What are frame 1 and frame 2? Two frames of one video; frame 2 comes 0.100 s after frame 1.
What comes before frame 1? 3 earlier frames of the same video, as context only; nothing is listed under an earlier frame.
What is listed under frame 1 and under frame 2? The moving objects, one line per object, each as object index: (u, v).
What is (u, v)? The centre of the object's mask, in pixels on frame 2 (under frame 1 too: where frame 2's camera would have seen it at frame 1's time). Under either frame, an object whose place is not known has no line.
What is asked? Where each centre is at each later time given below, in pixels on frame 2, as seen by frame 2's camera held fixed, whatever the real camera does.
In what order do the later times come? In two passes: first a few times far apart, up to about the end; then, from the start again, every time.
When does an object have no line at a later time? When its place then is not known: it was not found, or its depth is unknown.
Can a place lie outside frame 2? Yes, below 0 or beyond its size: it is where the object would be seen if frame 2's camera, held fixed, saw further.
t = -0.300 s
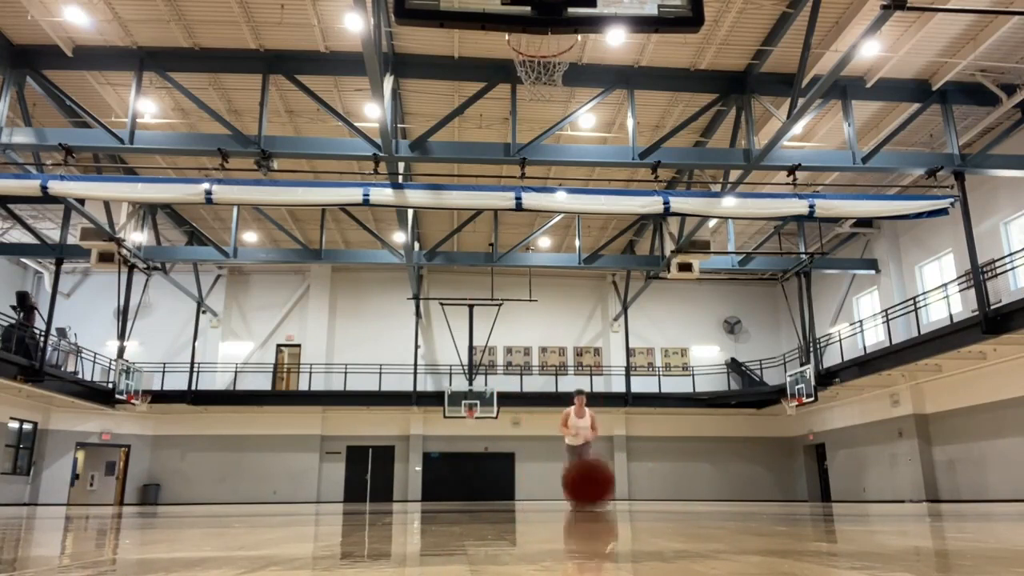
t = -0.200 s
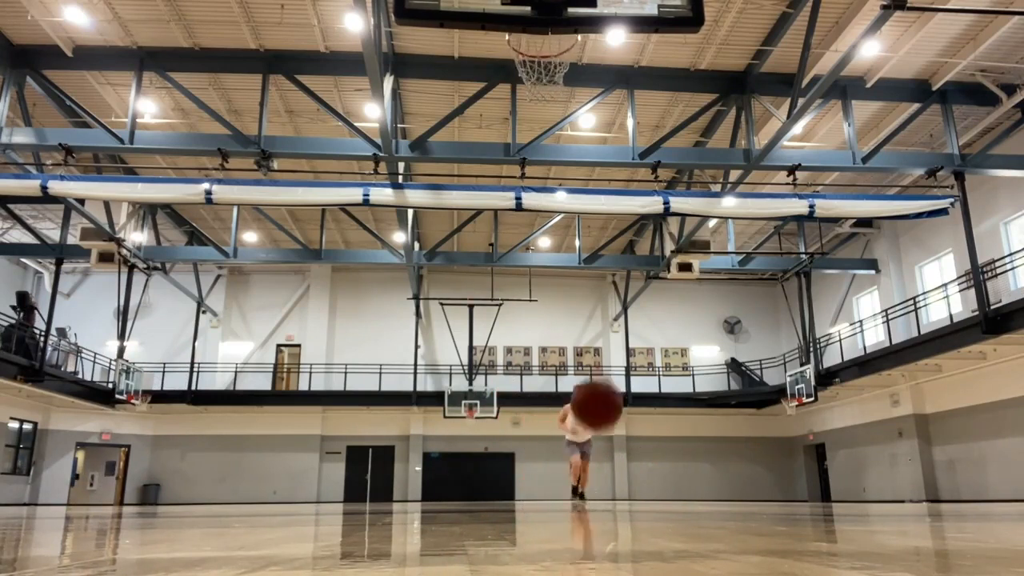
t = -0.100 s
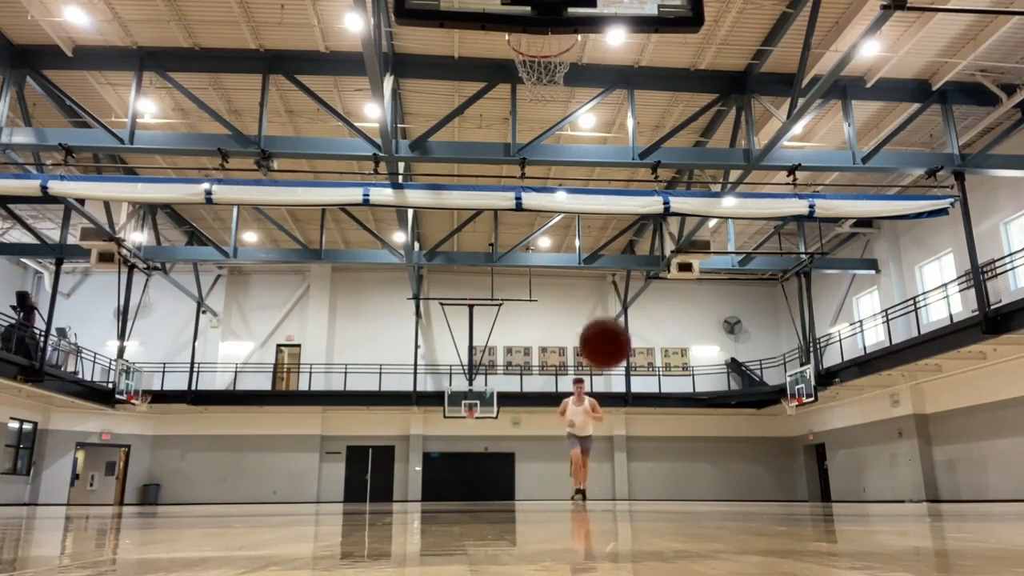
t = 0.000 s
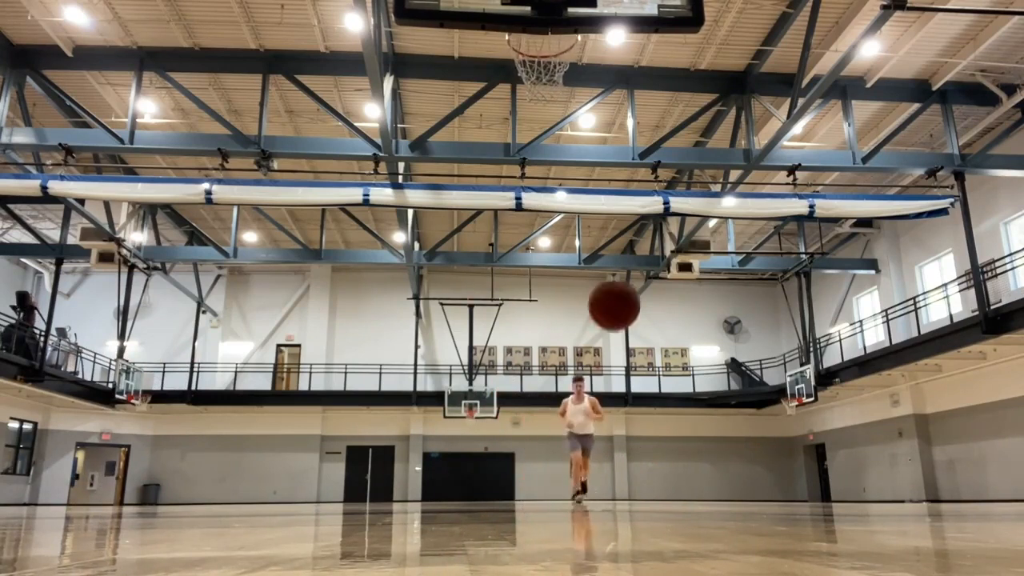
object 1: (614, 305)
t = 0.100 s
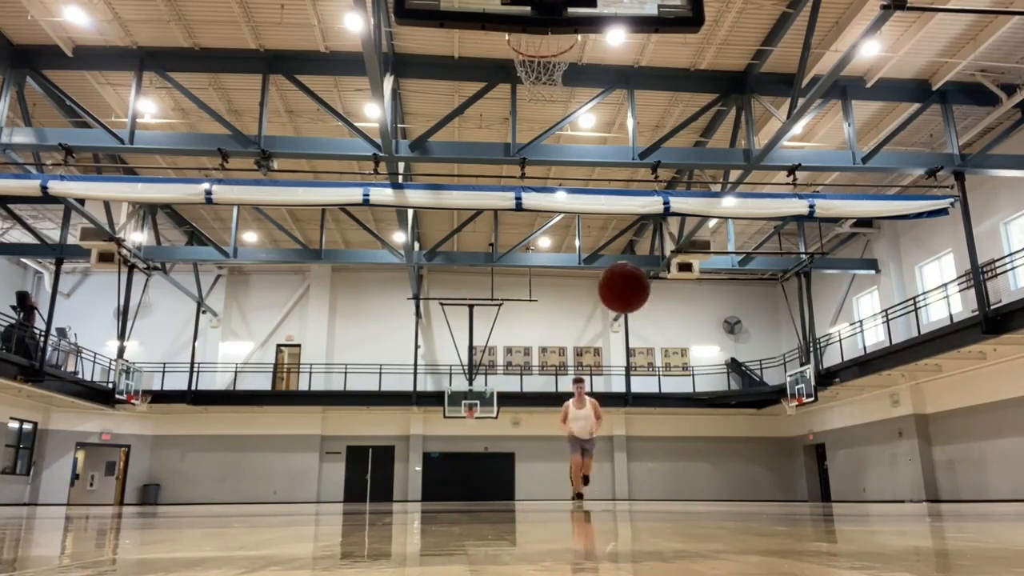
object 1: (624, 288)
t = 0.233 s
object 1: (638, 295)
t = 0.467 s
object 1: (670, 403)
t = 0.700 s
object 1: (696, 398)
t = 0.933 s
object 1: (720, 352)
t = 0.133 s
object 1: (627, 287)
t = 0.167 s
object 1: (631, 288)
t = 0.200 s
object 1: (635, 291)
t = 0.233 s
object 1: (638, 295)
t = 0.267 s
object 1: (643, 304)
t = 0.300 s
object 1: (647, 314)
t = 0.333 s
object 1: (652, 326)
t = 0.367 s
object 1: (655, 342)
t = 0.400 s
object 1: (660, 359)
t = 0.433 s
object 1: (664, 380)
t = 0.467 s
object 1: (670, 403)
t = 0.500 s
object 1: (675, 430)
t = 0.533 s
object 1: (680, 460)
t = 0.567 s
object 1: (686, 482)
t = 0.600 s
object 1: (688, 458)
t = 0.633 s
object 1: (691, 434)
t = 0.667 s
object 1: (693, 414)
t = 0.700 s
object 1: (696, 398)
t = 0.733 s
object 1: (699, 384)
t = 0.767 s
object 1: (702, 371)
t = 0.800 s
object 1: (705, 362)
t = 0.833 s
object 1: (709, 356)
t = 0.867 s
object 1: (713, 352)
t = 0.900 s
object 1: (716, 351)
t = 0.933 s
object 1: (720, 352)
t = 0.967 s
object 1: (725, 355)
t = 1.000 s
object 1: (729, 361)
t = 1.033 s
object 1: (734, 370)
